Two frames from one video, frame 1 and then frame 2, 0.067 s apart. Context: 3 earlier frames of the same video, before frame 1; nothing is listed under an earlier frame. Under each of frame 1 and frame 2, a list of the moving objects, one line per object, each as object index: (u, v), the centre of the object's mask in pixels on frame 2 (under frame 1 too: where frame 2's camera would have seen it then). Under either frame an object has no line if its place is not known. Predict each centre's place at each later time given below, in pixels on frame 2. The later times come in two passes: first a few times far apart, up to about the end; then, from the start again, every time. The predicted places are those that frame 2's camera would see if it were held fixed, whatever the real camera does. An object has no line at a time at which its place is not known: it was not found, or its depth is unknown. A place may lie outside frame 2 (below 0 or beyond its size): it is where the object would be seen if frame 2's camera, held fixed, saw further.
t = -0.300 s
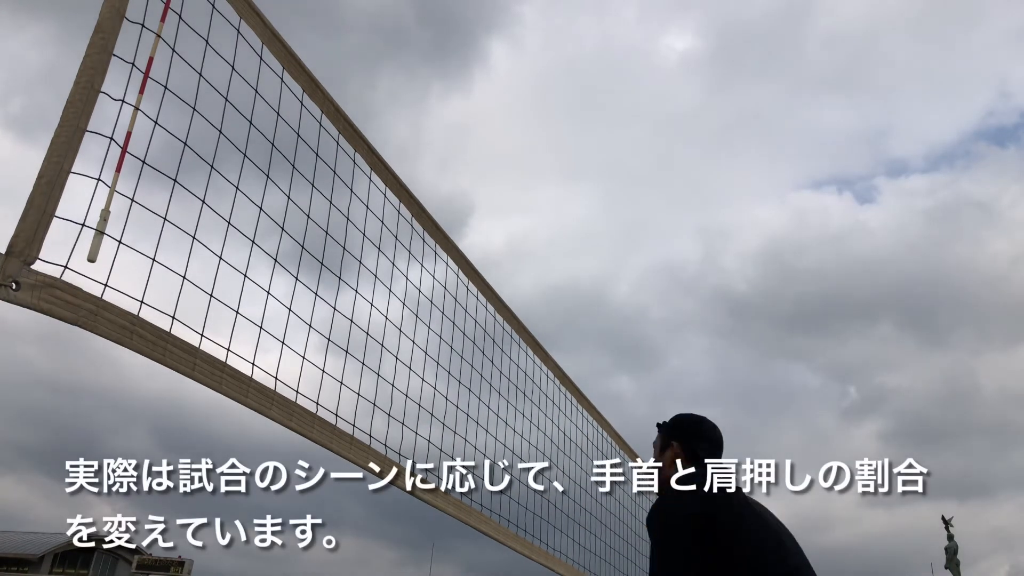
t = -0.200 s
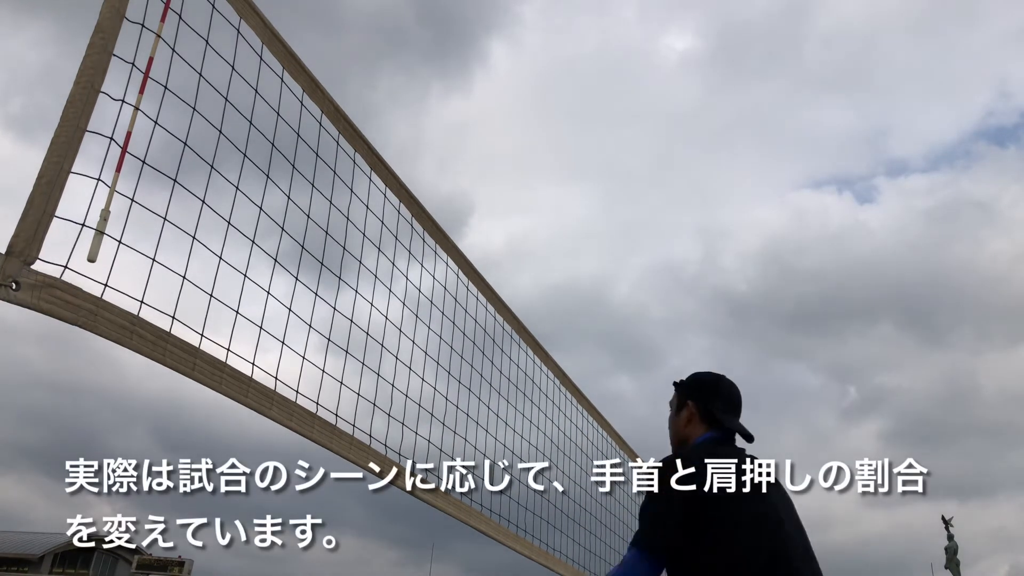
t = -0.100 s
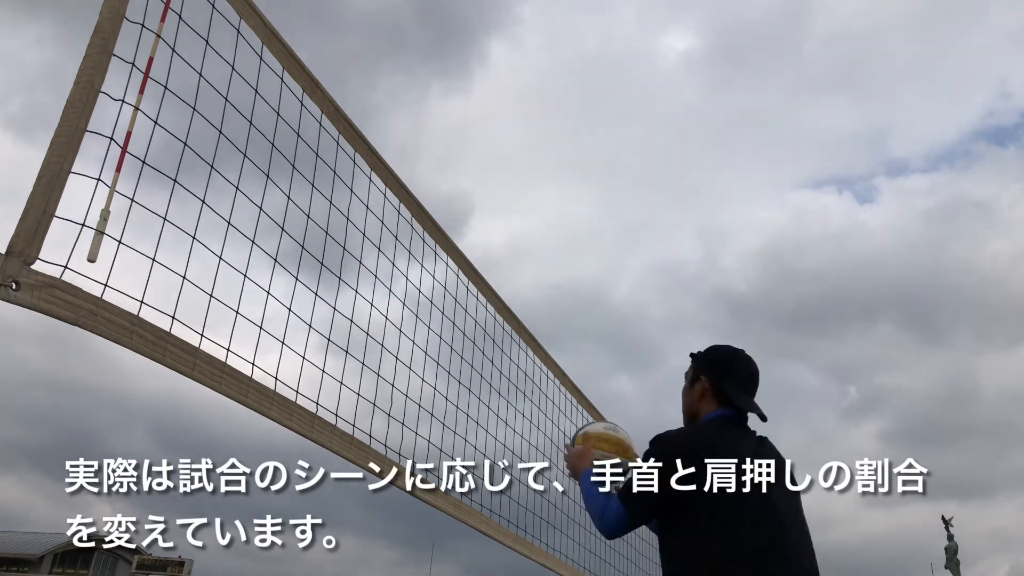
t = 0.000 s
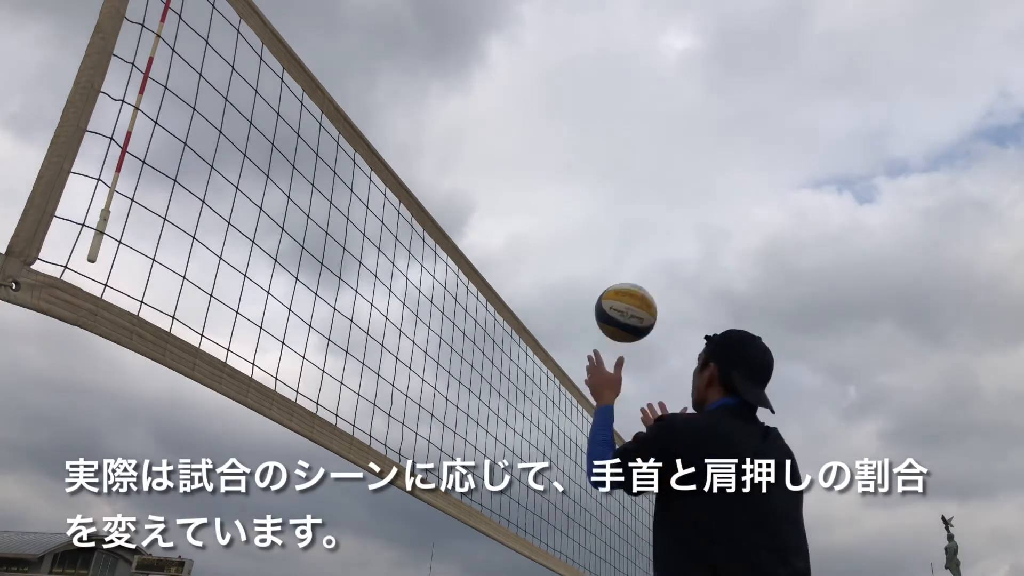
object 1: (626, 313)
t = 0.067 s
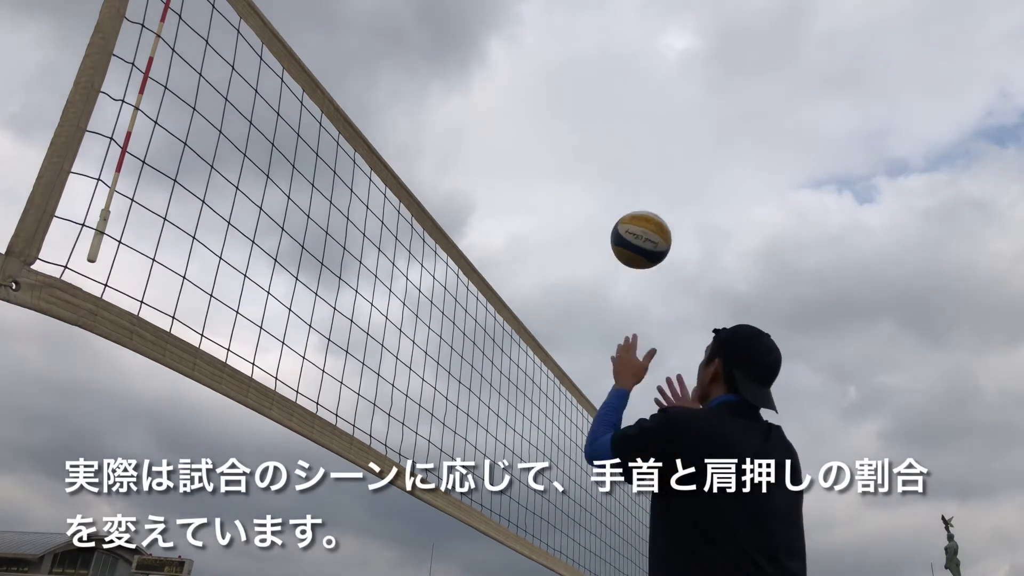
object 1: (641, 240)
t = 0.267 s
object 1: (682, 94)
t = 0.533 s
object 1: (732, 32)
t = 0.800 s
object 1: (791, 127)
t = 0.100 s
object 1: (648, 209)
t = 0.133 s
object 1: (655, 180)
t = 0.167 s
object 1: (662, 155)
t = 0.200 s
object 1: (669, 132)
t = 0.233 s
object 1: (675, 112)
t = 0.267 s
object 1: (682, 94)
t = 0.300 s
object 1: (688, 78)
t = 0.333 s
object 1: (694, 65)
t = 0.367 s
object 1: (700, 54)
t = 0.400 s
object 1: (707, 45)
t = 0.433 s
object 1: (713, 39)
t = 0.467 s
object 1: (719, 34)
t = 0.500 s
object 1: (725, 32)
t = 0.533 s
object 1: (732, 32)
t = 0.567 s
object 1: (738, 35)
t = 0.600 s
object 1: (745, 39)
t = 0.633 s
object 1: (752, 47)
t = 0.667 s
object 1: (759, 57)
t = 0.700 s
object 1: (766, 69)
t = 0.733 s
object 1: (774, 85)
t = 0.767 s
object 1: (782, 104)
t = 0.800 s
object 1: (791, 127)
